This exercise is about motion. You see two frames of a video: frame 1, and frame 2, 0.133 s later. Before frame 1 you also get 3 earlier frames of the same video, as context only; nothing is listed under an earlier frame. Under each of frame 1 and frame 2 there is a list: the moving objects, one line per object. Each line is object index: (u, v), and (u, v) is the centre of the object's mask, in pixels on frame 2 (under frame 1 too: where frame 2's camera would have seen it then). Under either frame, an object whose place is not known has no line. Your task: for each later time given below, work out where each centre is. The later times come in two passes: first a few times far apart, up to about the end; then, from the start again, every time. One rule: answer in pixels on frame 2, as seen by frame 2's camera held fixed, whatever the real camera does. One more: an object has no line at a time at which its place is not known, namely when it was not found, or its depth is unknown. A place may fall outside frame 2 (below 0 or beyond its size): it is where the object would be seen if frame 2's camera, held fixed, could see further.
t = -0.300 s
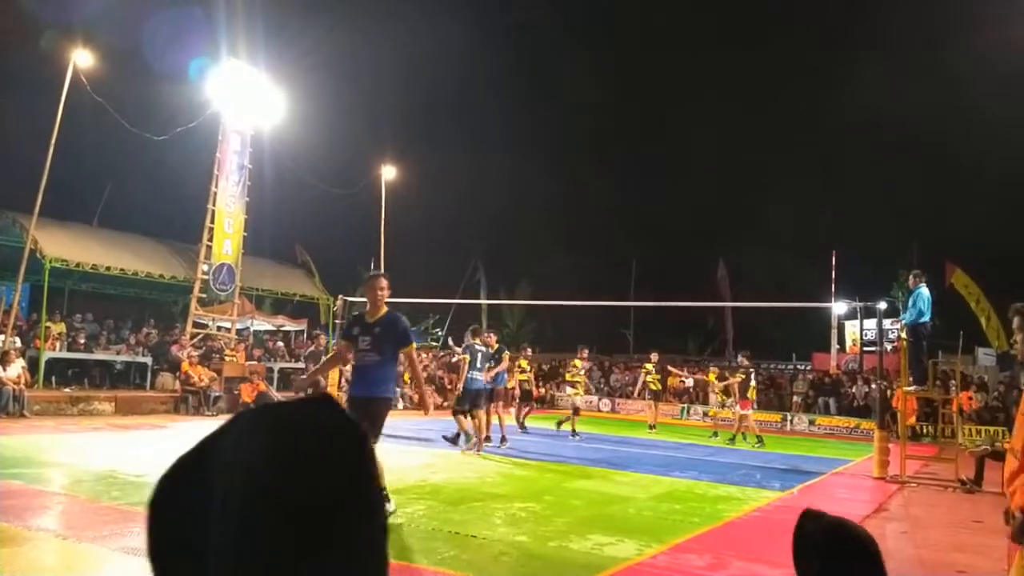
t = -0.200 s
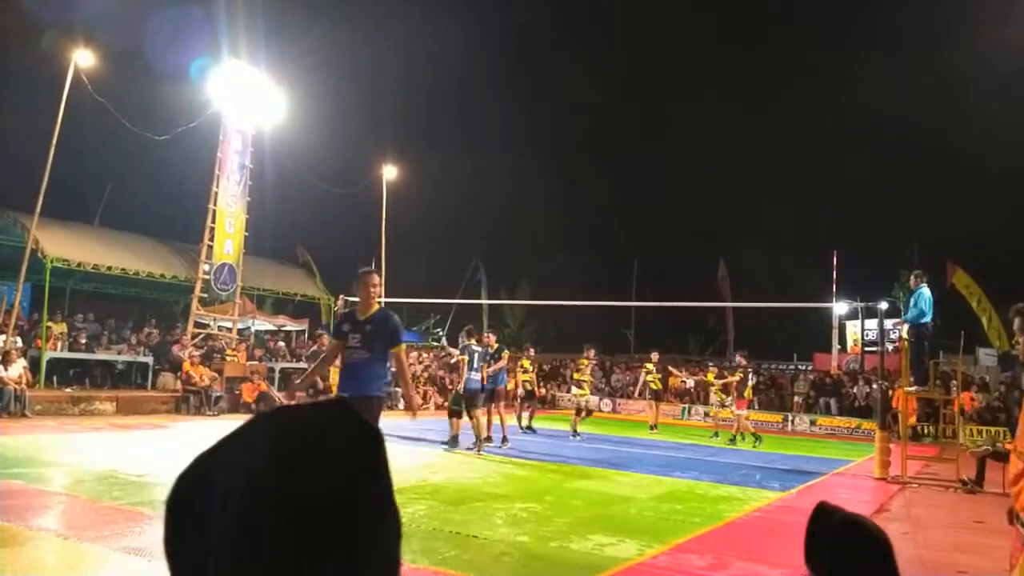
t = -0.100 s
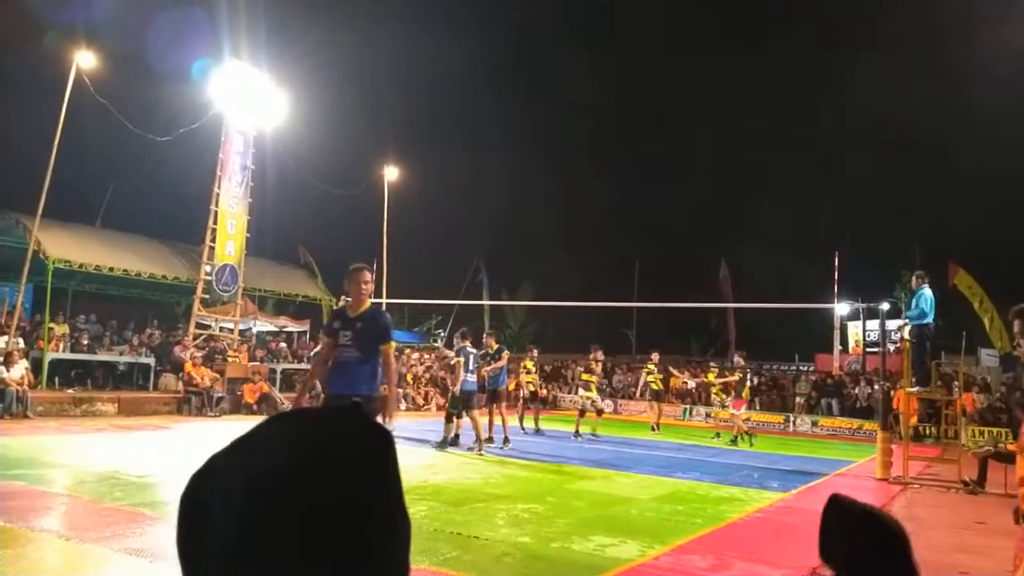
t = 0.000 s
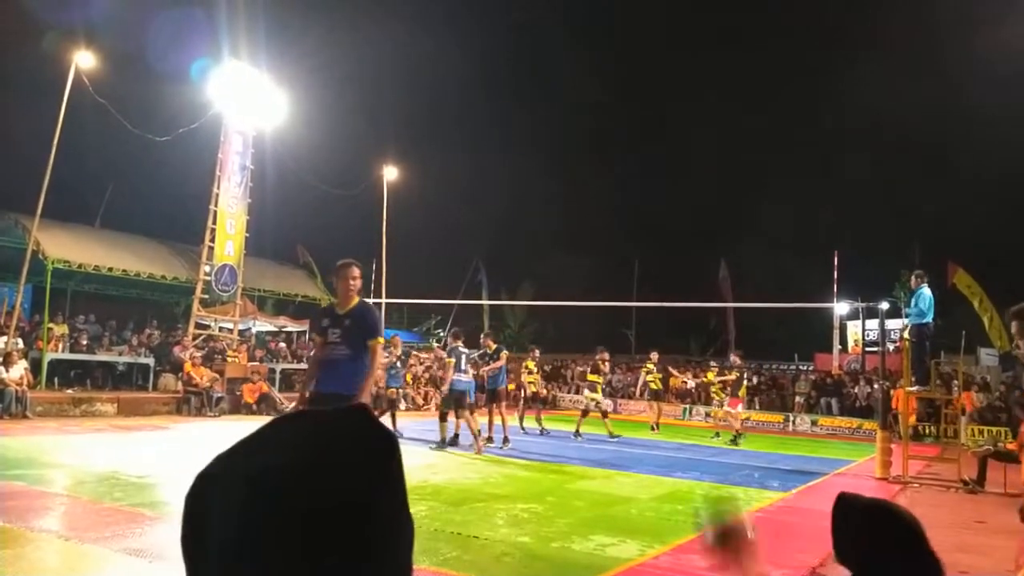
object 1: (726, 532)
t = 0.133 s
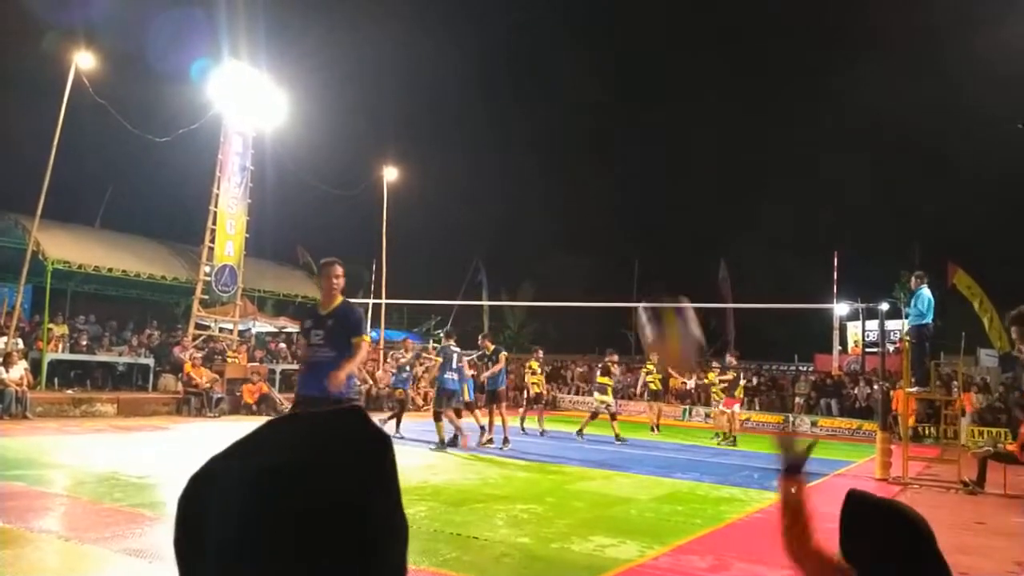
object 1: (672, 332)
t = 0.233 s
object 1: (635, 235)
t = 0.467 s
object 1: (560, 118)
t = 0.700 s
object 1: (493, 132)
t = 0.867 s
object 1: (447, 206)
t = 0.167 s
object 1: (658, 298)
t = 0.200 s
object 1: (646, 263)
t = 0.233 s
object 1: (635, 235)
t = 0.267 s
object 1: (624, 209)
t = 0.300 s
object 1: (613, 186)
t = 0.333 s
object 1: (602, 167)
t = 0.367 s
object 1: (591, 149)
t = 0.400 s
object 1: (581, 136)
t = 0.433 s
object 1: (570, 126)
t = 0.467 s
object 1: (560, 118)
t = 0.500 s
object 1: (550, 113)
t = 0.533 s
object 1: (540, 110)
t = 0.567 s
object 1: (531, 109)
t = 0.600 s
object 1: (521, 111)
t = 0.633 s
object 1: (511, 116)
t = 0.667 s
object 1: (502, 123)
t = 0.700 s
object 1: (493, 132)
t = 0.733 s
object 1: (483, 142)
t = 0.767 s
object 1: (474, 155)
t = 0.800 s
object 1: (465, 171)
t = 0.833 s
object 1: (456, 187)
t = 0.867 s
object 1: (447, 206)
